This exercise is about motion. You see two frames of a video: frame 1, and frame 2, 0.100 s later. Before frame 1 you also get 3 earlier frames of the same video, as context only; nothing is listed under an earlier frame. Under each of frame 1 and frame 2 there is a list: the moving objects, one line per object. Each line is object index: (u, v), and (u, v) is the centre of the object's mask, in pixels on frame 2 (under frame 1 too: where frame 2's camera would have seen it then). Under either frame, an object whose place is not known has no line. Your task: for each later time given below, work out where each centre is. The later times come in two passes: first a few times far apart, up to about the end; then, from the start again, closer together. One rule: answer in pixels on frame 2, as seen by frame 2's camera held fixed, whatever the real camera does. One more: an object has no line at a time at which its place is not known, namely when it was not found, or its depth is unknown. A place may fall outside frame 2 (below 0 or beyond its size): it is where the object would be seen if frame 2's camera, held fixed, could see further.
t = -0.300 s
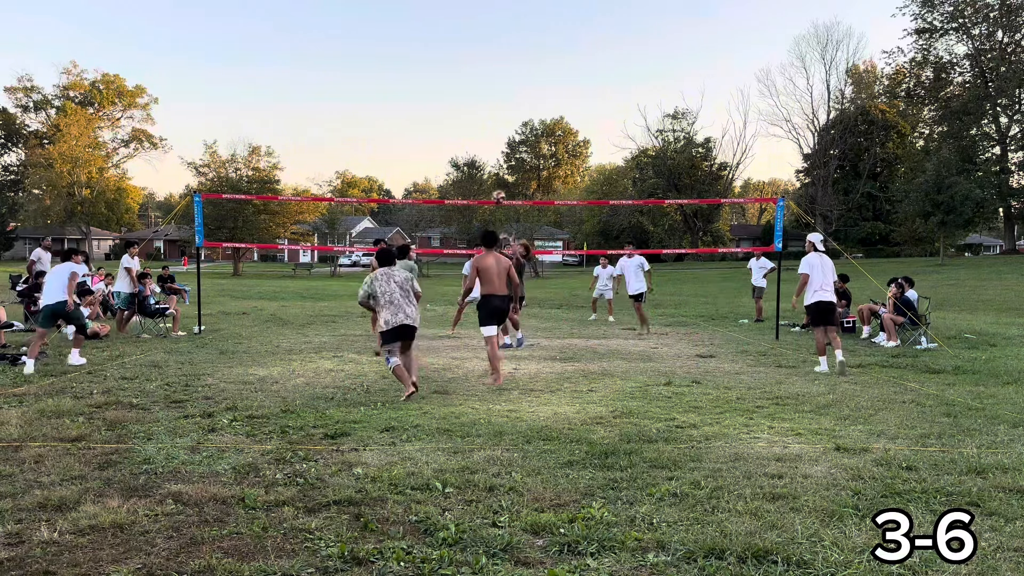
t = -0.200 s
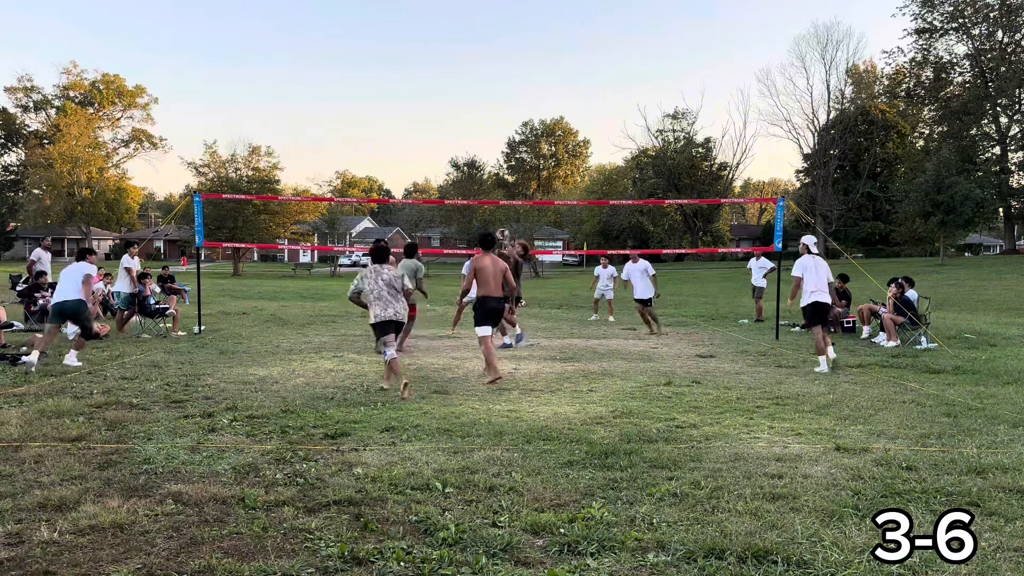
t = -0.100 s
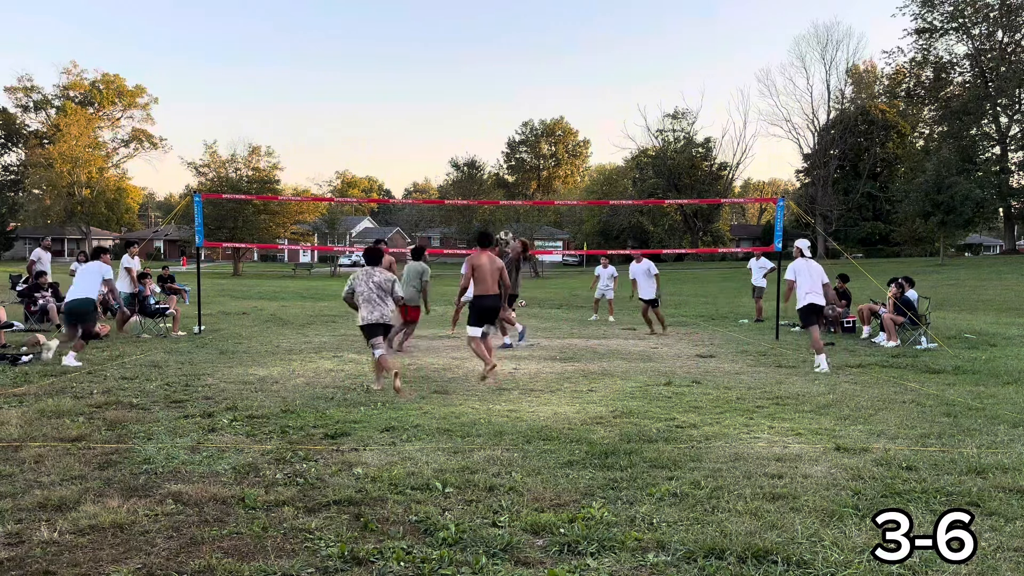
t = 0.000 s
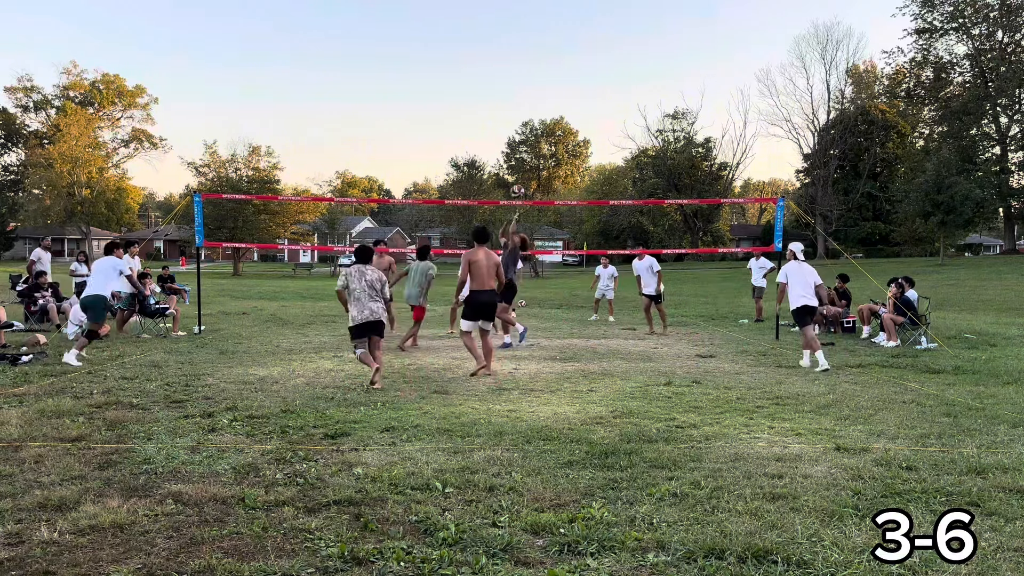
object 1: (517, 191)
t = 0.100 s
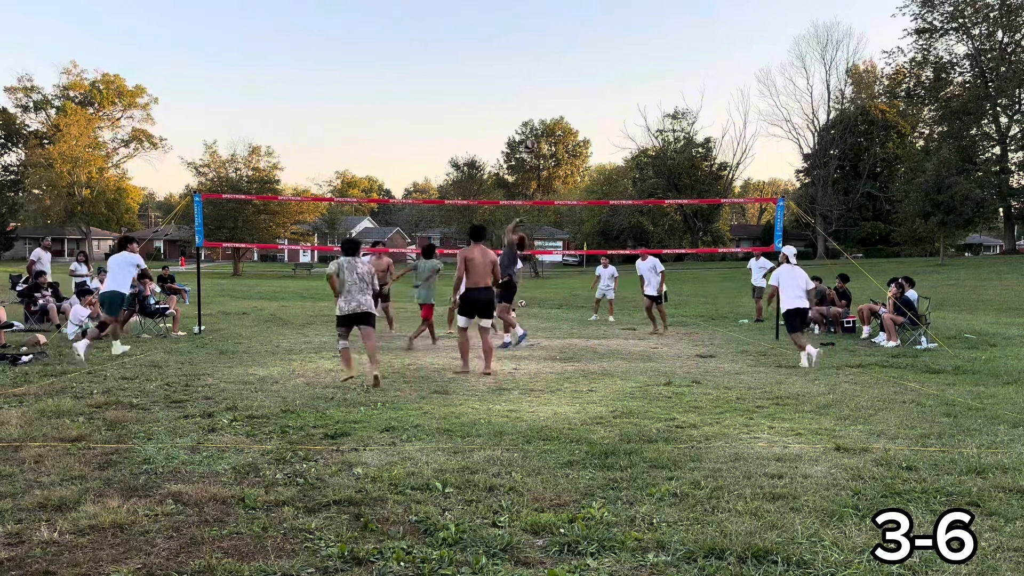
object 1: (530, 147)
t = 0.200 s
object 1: (542, 109)
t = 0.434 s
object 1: (570, 49)
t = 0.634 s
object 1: (592, 27)
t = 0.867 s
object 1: (616, 36)
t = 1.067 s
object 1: (636, 70)
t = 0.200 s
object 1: (542, 109)
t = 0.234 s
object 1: (546, 98)
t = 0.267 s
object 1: (550, 87)
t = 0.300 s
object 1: (554, 78)
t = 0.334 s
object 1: (558, 70)
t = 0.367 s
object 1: (562, 62)
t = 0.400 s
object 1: (566, 55)
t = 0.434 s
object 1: (570, 49)
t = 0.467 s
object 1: (574, 43)
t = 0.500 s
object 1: (577, 38)
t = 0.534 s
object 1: (581, 34)
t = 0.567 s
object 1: (585, 31)
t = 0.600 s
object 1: (589, 29)
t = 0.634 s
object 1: (592, 27)
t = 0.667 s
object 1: (596, 26)
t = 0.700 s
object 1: (599, 26)
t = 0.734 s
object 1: (603, 26)
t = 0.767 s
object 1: (606, 28)
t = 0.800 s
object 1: (610, 30)
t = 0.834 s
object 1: (613, 32)
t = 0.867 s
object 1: (616, 36)
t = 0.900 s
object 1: (620, 40)
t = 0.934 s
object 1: (623, 44)
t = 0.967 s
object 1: (626, 50)
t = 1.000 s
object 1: (629, 56)
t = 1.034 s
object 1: (632, 63)
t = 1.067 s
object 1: (636, 70)
